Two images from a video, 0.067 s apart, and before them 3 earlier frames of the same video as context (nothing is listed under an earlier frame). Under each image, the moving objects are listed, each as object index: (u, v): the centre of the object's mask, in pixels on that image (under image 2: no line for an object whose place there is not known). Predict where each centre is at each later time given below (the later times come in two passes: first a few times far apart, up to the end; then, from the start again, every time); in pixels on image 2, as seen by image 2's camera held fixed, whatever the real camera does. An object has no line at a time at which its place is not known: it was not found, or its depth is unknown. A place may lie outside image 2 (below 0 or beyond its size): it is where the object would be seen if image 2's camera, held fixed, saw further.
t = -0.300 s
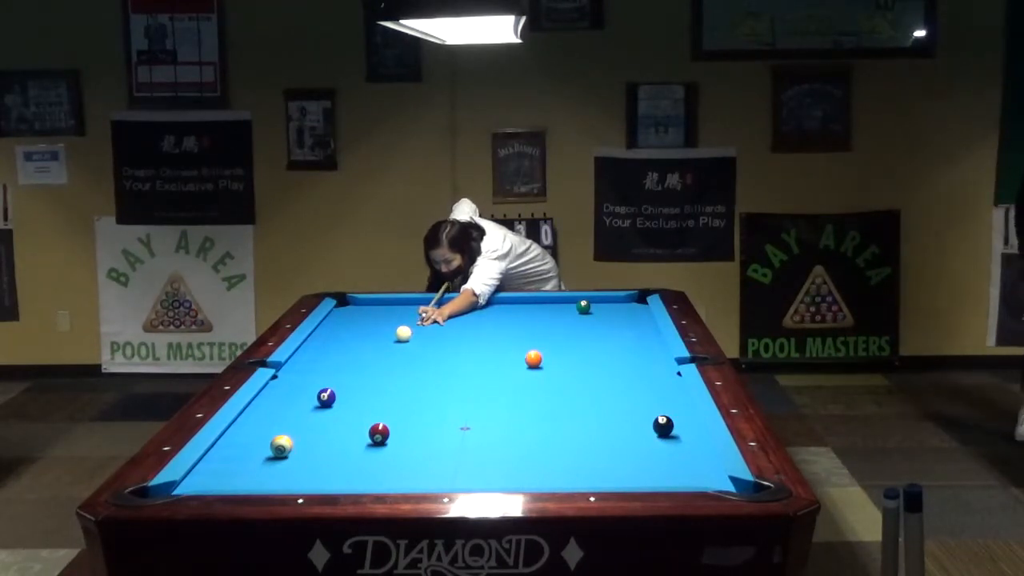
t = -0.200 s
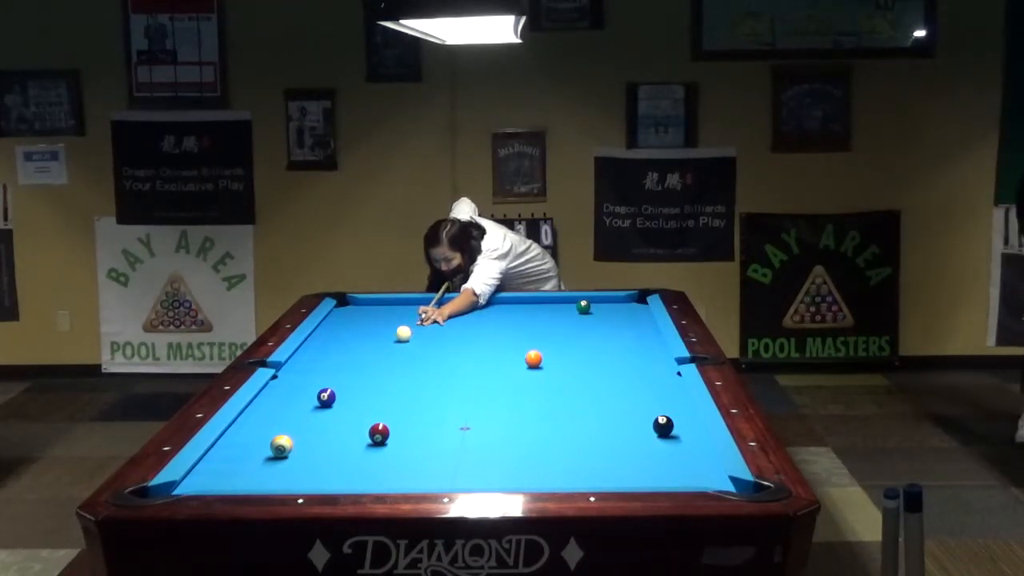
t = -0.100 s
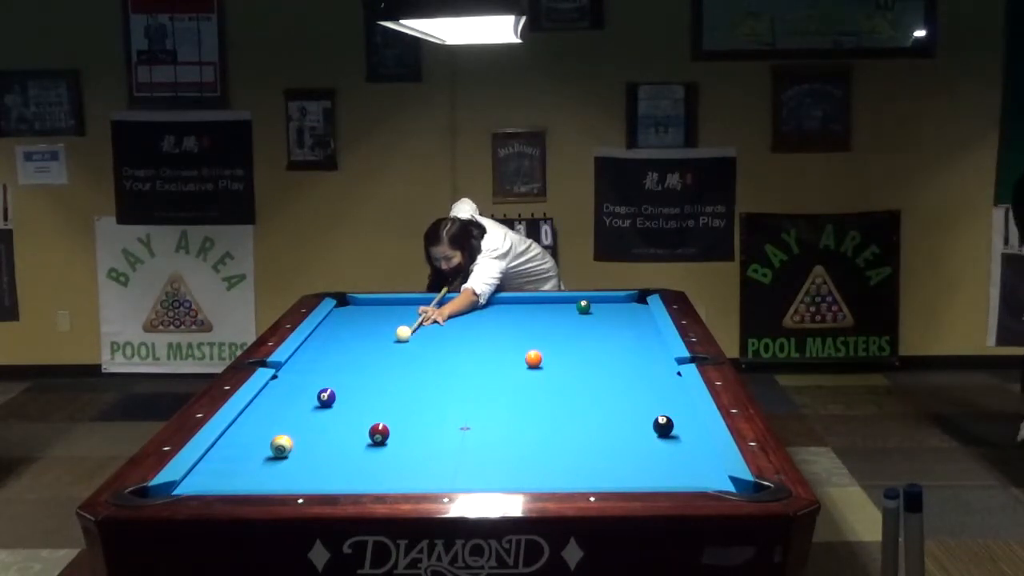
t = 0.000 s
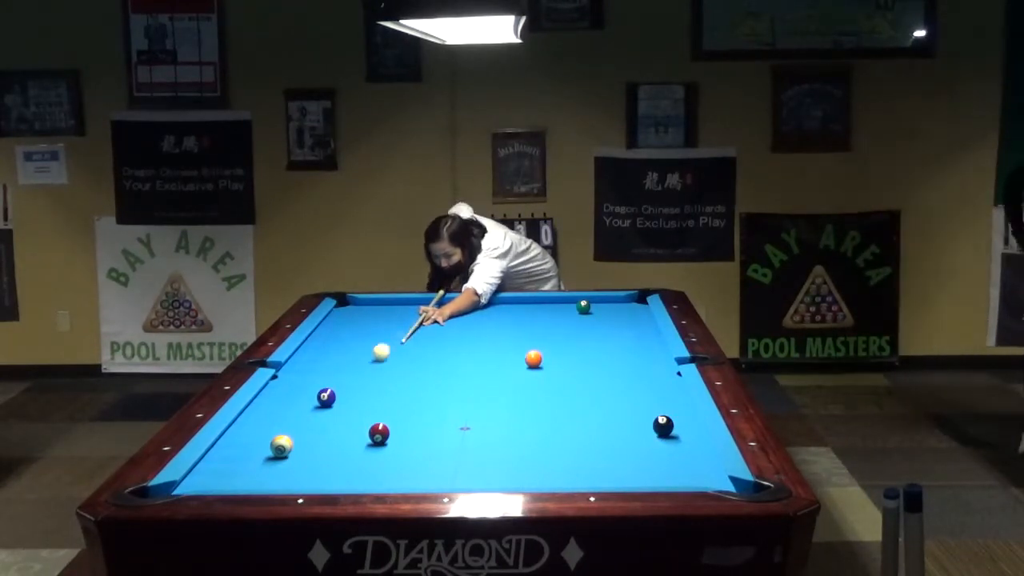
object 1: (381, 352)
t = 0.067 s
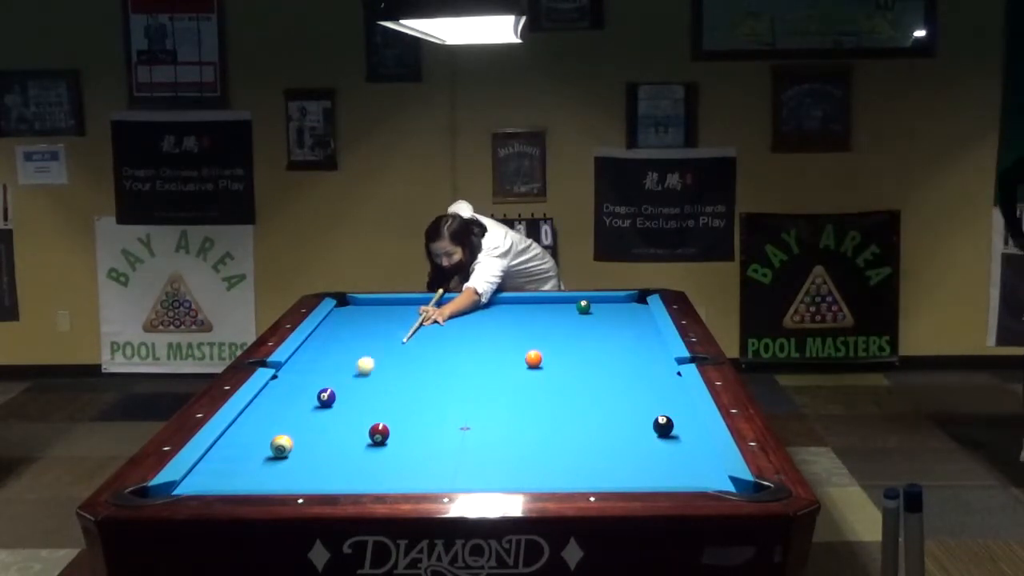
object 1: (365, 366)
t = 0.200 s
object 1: (335, 391)
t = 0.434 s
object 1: (347, 389)
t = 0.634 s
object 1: (359, 385)
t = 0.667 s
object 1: (361, 385)
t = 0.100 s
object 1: (357, 372)
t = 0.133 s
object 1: (348, 380)
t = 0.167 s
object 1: (340, 386)
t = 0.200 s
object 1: (335, 391)
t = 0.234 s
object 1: (335, 392)
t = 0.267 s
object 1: (337, 392)
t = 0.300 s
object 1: (339, 392)
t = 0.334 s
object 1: (341, 391)
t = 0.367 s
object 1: (343, 390)
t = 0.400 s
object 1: (345, 390)
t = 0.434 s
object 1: (347, 389)
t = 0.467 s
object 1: (349, 389)
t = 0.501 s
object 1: (351, 388)
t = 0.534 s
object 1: (353, 387)
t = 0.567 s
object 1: (355, 387)
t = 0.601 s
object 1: (357, 386)
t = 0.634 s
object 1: (359, 385)
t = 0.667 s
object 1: (361, 385)
